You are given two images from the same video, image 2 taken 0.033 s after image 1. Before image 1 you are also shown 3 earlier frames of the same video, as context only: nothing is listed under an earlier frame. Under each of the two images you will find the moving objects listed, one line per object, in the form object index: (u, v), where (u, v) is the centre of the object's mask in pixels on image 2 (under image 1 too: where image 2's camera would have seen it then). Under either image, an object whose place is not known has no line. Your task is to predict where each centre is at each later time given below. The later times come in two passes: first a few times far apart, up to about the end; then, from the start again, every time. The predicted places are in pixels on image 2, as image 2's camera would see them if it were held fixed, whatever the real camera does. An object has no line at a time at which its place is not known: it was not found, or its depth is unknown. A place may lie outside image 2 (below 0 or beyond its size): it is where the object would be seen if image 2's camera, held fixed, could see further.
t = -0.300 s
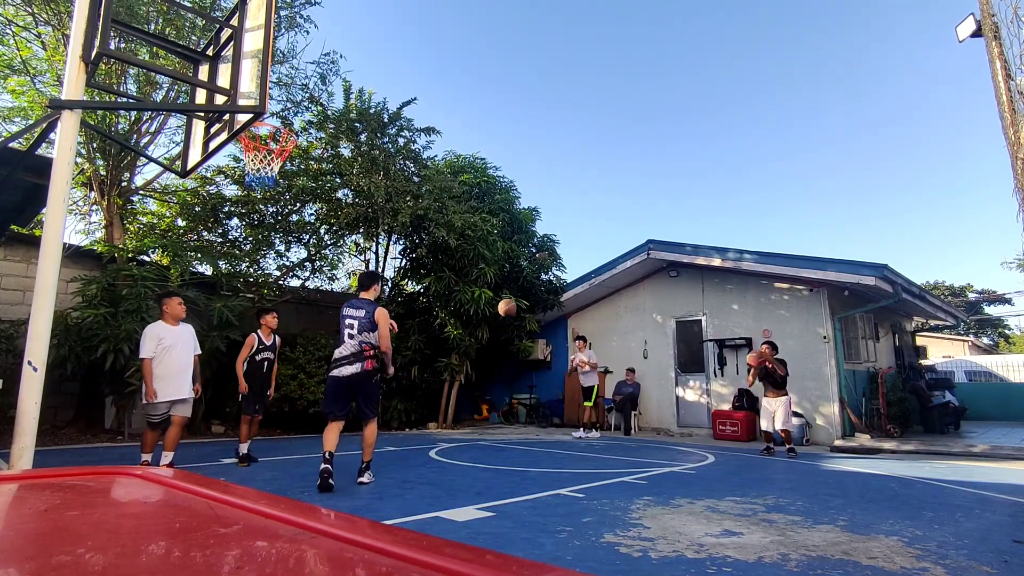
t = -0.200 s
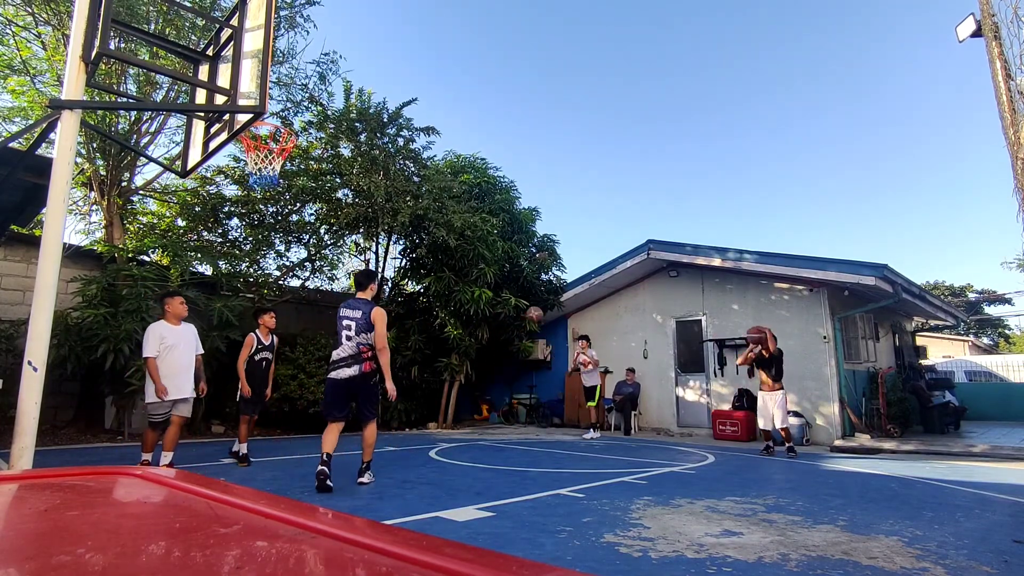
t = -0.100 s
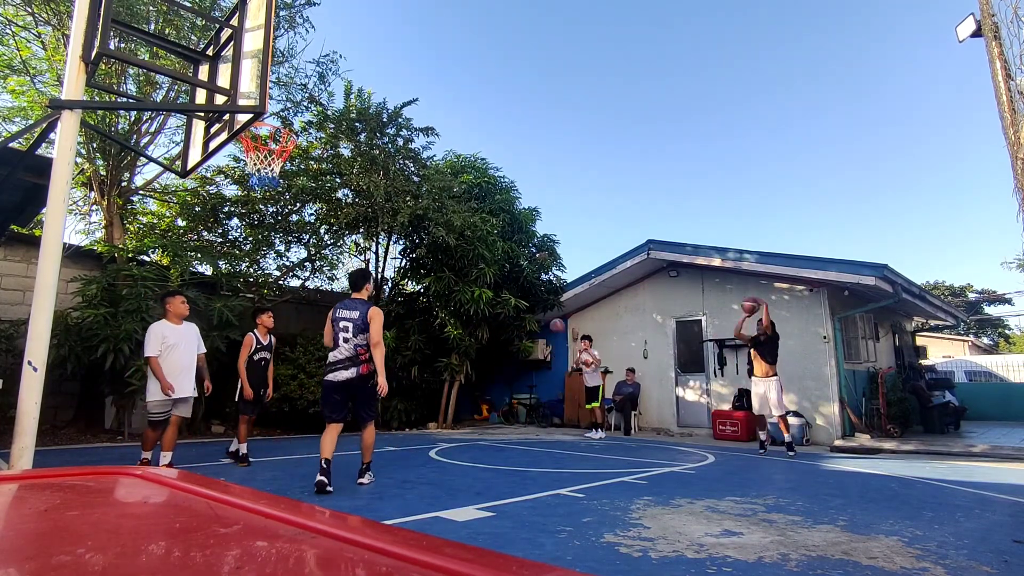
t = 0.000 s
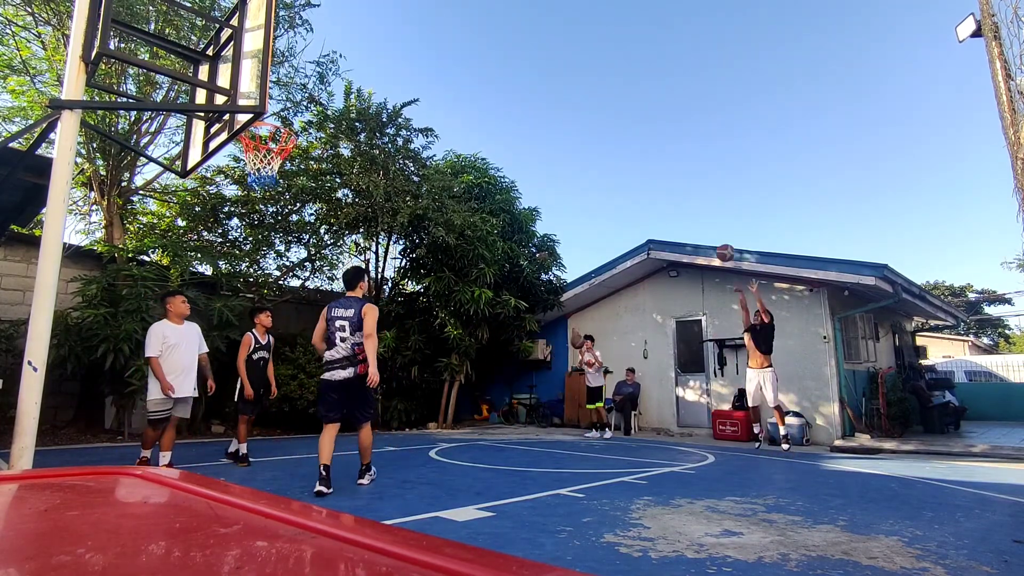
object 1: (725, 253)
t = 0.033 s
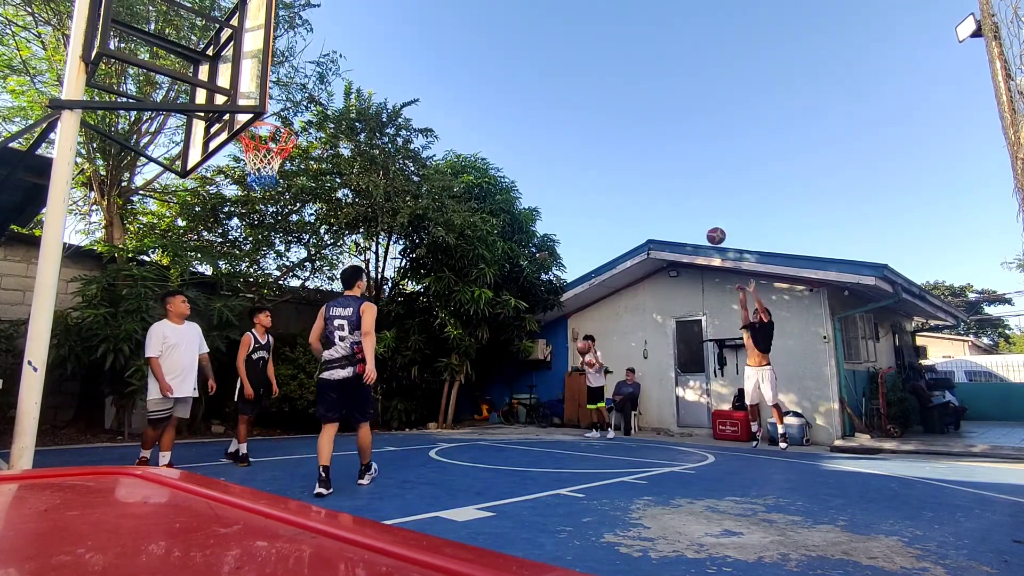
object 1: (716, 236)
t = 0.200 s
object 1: (668, 163)
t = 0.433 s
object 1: (598, 89)
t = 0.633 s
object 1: (534, 52)
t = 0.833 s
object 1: (462, 43)
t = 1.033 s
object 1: (379, 67)
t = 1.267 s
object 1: (262, 150)
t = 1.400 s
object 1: (214, 191)
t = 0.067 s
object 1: (707, 220)
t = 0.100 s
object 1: (697, 205)
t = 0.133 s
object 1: (687, 190)
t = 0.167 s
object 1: (678, 176)
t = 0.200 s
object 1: (668, 163)
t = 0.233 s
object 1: (658, 151)
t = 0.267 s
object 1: (648, 139)
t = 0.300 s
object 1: (638, 128)
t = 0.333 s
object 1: (628, 117)
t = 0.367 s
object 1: (618, 107)
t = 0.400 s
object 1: (608, 98)
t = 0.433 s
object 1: (598, 89)
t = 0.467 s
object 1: (588, 81)
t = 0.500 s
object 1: (577, 74)
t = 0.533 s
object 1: (567, 67)
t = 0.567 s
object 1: (556, 62)
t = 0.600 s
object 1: (545, 57)
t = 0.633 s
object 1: (534, 52)
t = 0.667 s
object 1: (523, 49)
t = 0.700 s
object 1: (511, 46)
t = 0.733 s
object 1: (499, 44)
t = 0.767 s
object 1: (487, 43)
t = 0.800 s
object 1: (475, 43)
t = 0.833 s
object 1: (462, 43)
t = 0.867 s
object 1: (449, 45)
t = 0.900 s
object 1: (436, 47)
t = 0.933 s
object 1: (423, 50)
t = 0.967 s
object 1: (409, 55)
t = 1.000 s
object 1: (394, 61)
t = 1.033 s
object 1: (379, 67)
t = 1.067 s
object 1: (364, 75)
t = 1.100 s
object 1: (349, 84)
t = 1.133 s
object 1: (333, 95)
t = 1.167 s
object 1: (316, 106)
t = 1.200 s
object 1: (298, 121)
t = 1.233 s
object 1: (281, 136)
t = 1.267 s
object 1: (262, 150)
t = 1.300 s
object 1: (247, 164)
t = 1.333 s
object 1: (236, 172)
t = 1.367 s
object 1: (225, 181)
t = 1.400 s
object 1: (214, 191)
